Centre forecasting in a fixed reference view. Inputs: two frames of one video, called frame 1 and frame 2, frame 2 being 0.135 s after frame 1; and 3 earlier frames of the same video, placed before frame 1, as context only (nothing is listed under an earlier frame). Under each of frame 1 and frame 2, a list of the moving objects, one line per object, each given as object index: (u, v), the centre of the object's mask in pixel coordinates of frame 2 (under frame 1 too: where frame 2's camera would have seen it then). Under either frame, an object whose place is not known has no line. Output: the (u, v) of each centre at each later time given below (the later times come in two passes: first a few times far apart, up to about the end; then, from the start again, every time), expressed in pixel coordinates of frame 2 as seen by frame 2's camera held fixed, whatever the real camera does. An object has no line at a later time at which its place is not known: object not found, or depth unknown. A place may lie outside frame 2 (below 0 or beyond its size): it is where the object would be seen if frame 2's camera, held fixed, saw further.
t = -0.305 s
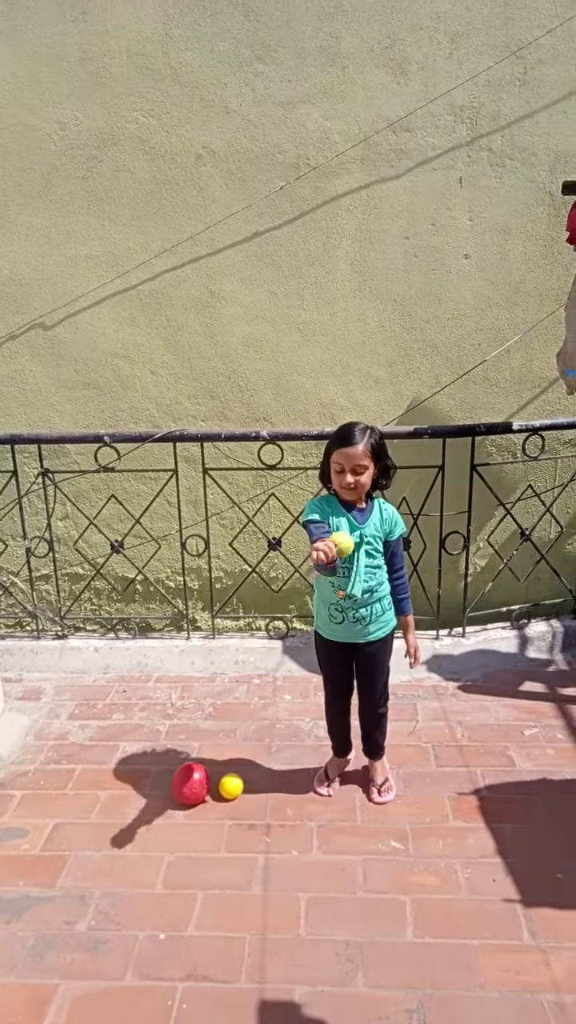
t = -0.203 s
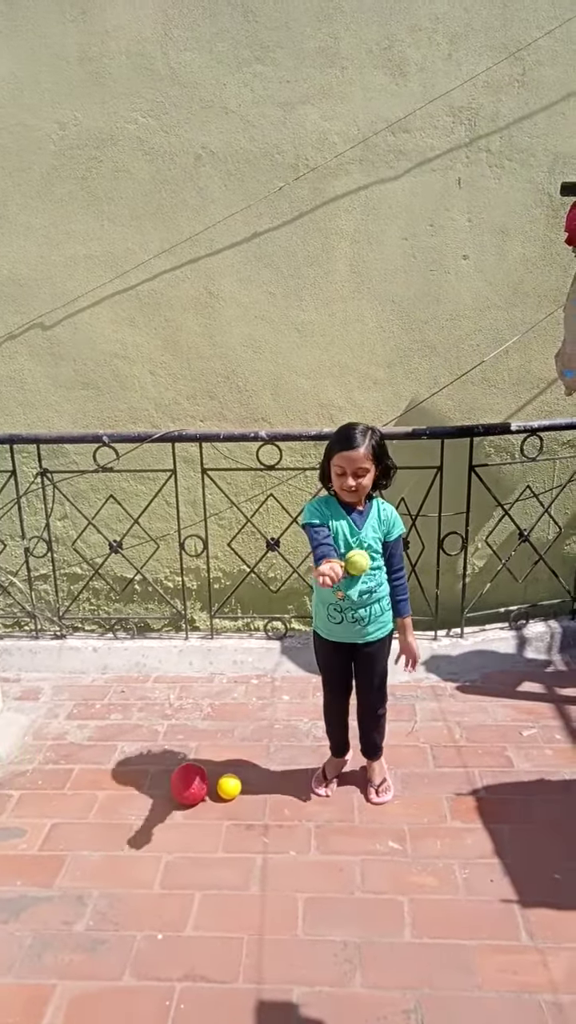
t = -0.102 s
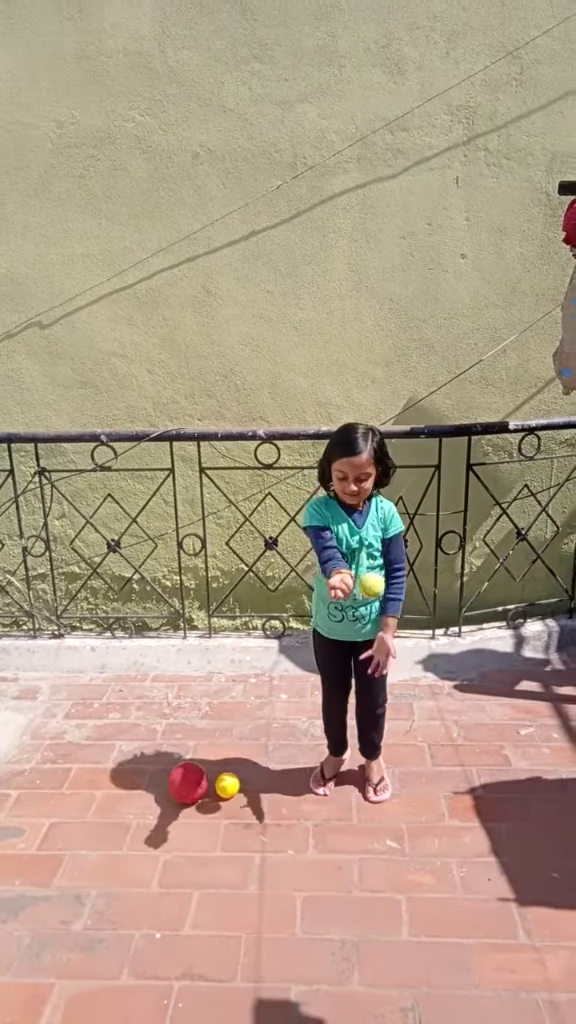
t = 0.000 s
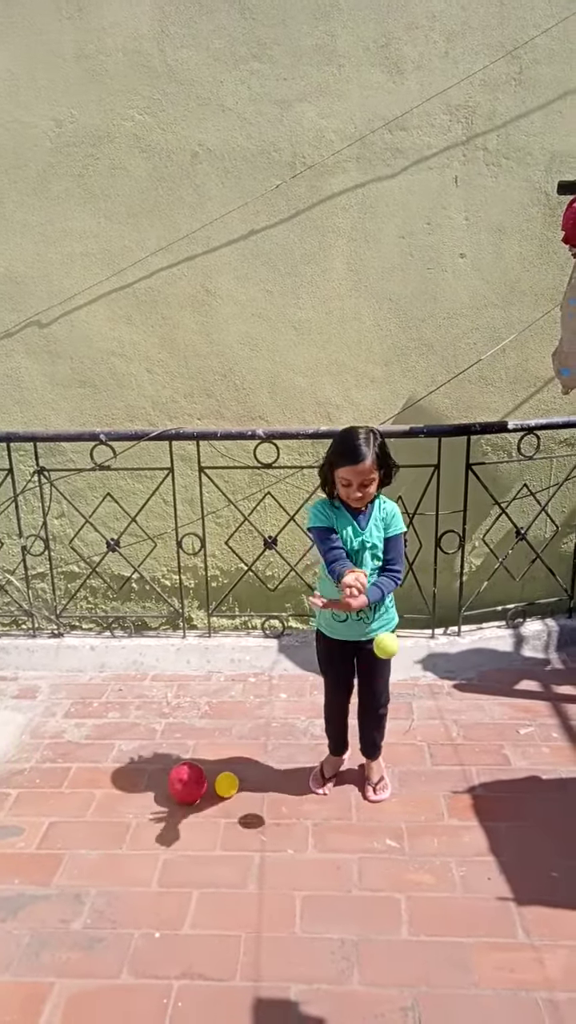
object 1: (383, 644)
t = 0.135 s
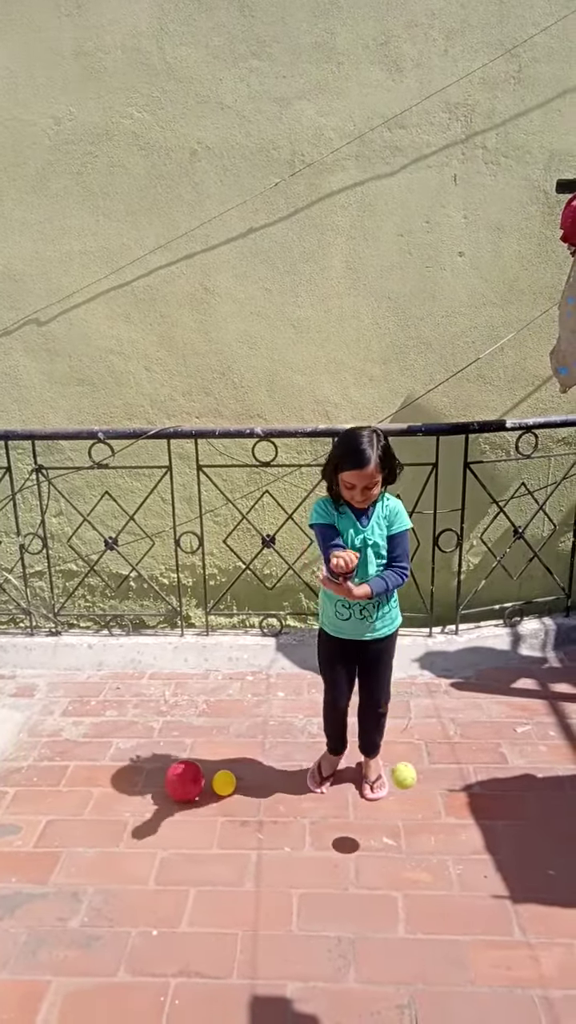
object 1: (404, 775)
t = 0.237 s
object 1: (418, 819)
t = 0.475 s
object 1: (456, 719)
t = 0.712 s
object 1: (489, 807)
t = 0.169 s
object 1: (408, 817)
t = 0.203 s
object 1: (412, 848)
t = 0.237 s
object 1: (418, 819)
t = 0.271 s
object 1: (424, 795)
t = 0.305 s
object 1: (429, 774)
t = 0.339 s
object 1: (434, 756)
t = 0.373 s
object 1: (440, 741)
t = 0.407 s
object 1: (445, 730)
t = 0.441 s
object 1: (451, 723)
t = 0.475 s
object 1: (456, 719)
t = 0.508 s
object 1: (461, 719)
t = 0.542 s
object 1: (466, 724)
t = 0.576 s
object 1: (471, 732)
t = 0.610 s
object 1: (476, 745)
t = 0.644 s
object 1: (480, 762)
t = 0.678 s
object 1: (485, 783)
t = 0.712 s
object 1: (489, 807)
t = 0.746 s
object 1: (493, 835)
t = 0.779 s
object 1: (496, 867)
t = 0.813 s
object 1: (498, 902)
